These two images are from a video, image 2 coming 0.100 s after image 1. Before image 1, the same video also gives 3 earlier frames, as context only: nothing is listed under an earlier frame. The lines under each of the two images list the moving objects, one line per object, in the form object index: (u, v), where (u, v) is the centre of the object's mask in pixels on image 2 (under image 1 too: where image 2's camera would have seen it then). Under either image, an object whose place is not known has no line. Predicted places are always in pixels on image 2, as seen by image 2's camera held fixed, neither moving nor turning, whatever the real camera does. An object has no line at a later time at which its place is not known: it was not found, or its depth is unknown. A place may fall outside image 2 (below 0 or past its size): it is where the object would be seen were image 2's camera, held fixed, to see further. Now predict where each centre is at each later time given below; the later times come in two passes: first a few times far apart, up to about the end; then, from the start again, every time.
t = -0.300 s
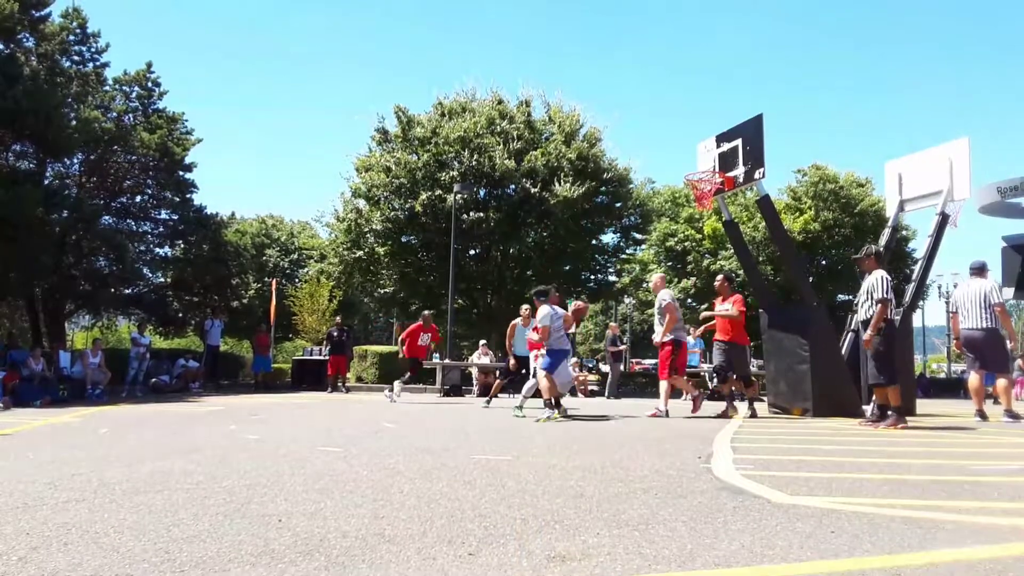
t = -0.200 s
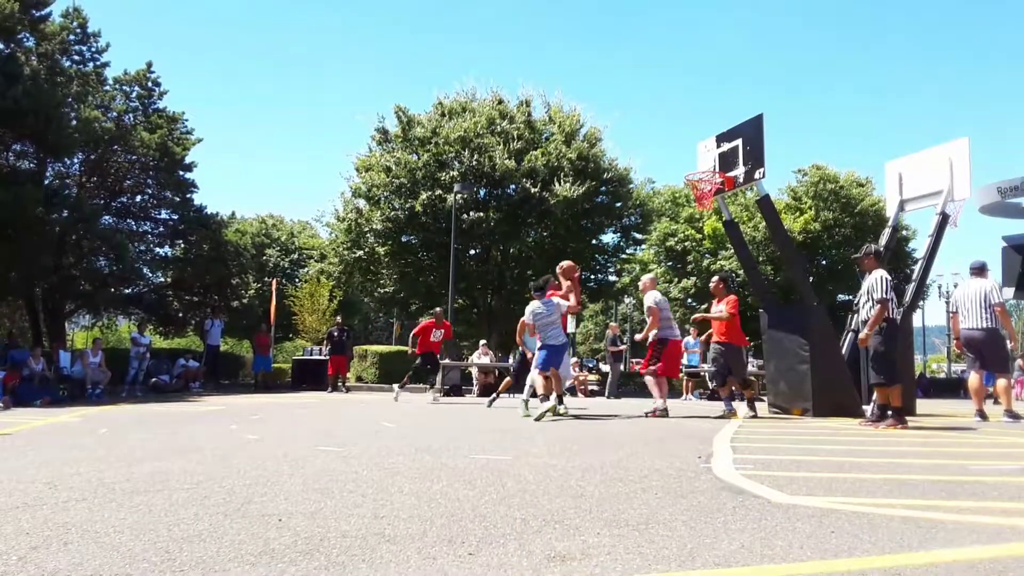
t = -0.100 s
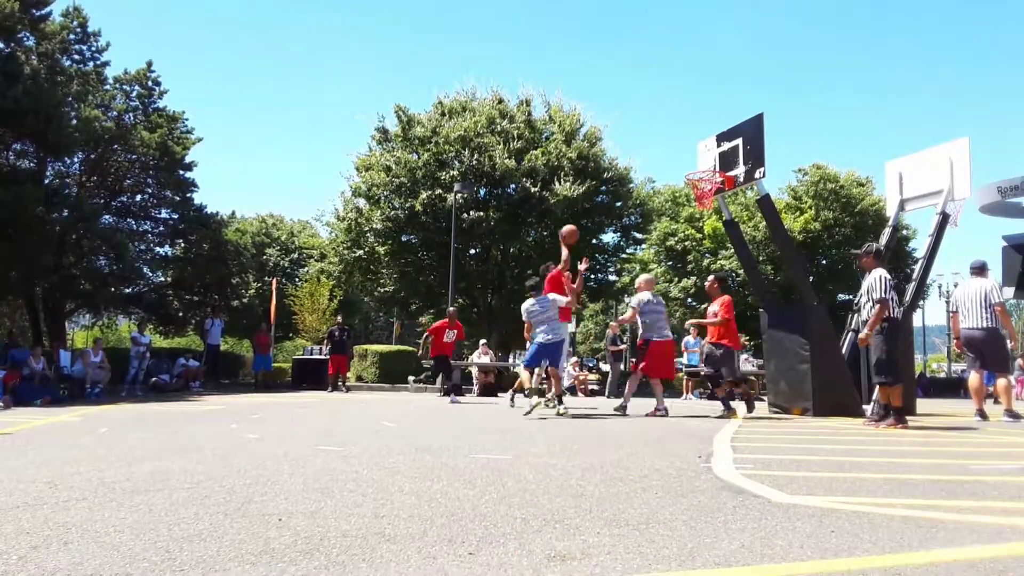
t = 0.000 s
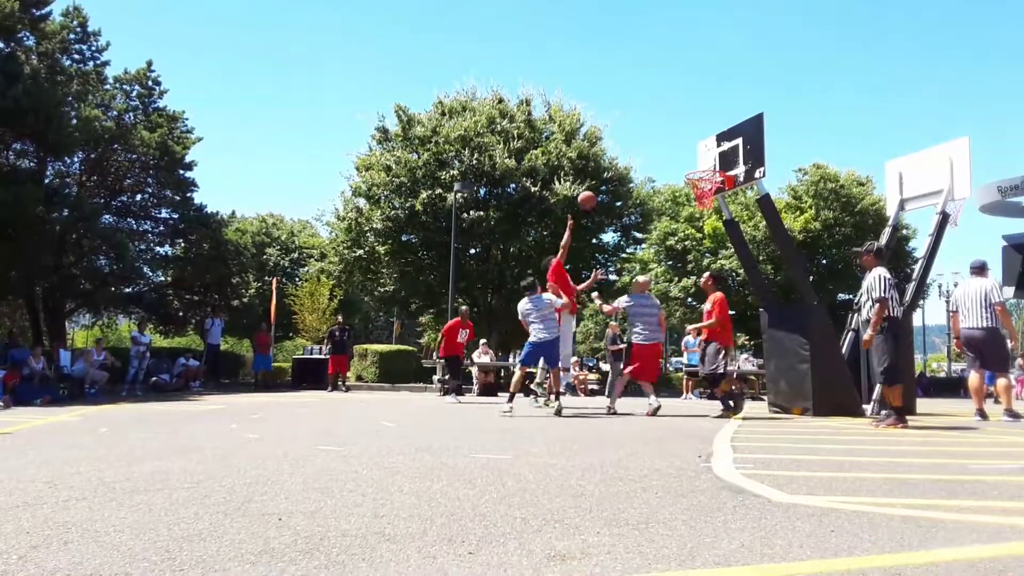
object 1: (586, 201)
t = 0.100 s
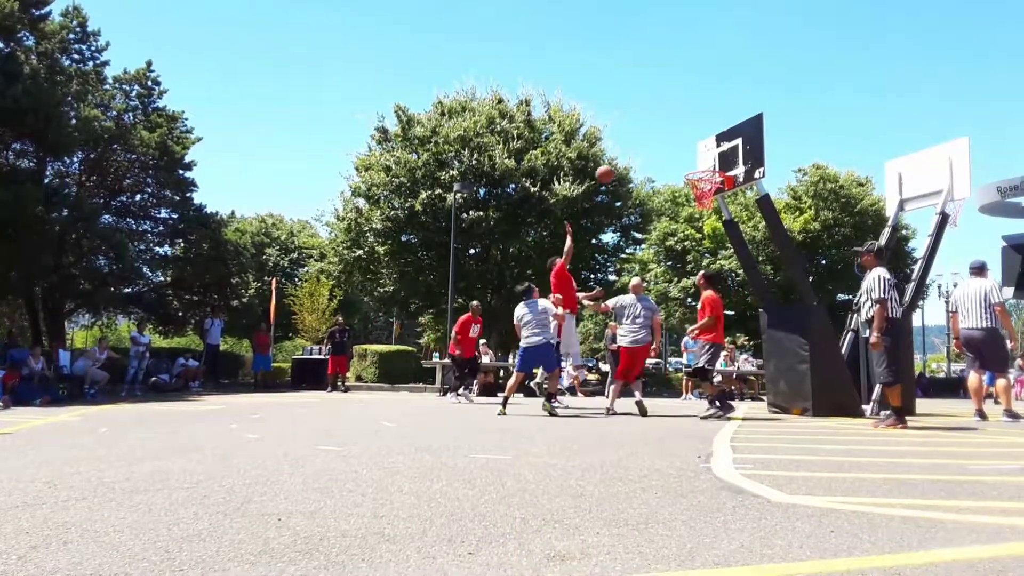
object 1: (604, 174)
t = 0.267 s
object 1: (635, 147)
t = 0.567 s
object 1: (689, 147)
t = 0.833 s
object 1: (692, 158)
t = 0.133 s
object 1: (611, 167)
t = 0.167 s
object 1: (617, 162)
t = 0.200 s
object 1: (623, 155)
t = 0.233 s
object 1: (629, 151)
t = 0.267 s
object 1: (635, 147)
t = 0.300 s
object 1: (641, 144)
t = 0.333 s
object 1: (647, 141)
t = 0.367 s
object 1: (653, 140)
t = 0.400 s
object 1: (659, 139)
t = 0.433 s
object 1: (665, 139)
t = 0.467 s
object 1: (671, 140)
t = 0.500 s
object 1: (677, 141)
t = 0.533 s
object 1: (683, 144)
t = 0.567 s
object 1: (689, 147)
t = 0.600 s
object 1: (695, 151)
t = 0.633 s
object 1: (701, 156)
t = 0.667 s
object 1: (707, 161)
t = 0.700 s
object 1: (712, 168)
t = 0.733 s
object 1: (710, 168)
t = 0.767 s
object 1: (705, 163)
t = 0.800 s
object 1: (698, 161)
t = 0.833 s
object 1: (692, 158)
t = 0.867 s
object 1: (686, 157)
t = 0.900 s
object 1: (679, 156)
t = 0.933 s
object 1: (673, 157)
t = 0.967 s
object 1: (666, 158)
